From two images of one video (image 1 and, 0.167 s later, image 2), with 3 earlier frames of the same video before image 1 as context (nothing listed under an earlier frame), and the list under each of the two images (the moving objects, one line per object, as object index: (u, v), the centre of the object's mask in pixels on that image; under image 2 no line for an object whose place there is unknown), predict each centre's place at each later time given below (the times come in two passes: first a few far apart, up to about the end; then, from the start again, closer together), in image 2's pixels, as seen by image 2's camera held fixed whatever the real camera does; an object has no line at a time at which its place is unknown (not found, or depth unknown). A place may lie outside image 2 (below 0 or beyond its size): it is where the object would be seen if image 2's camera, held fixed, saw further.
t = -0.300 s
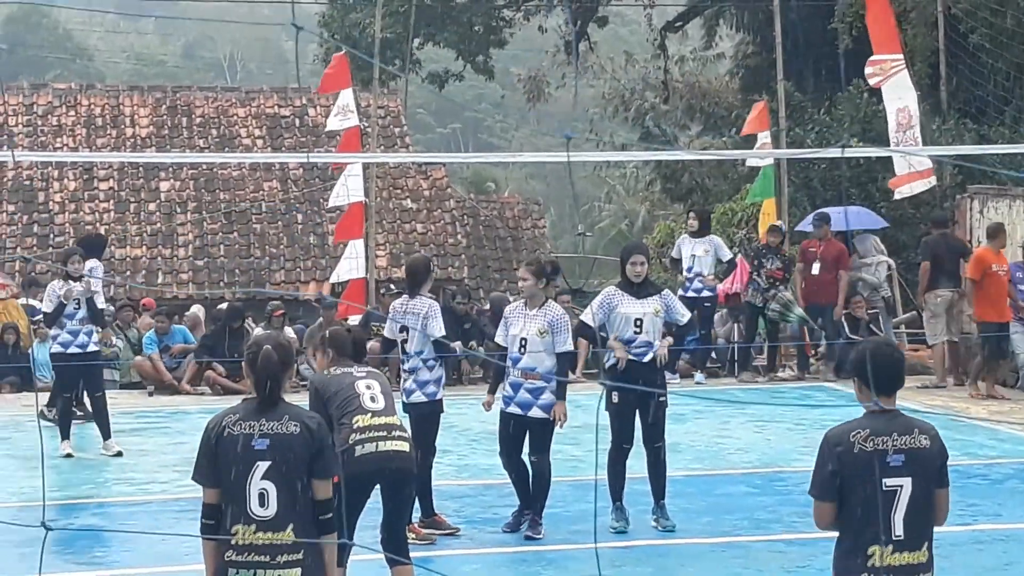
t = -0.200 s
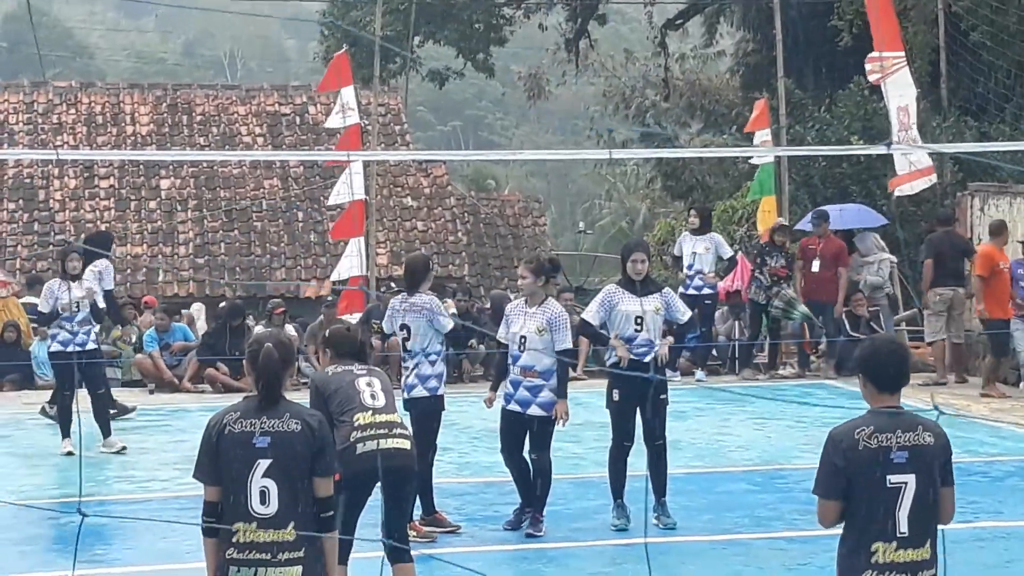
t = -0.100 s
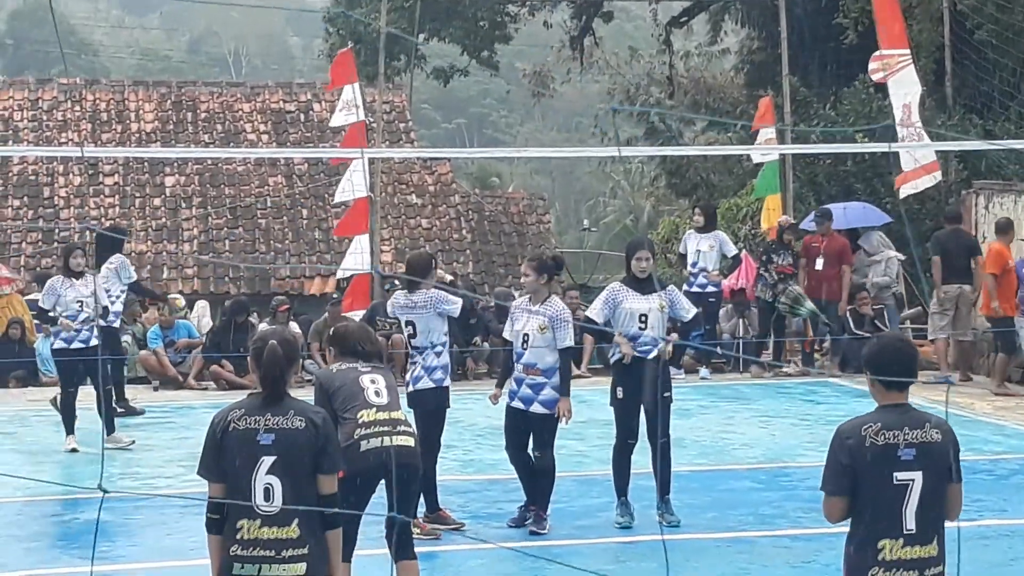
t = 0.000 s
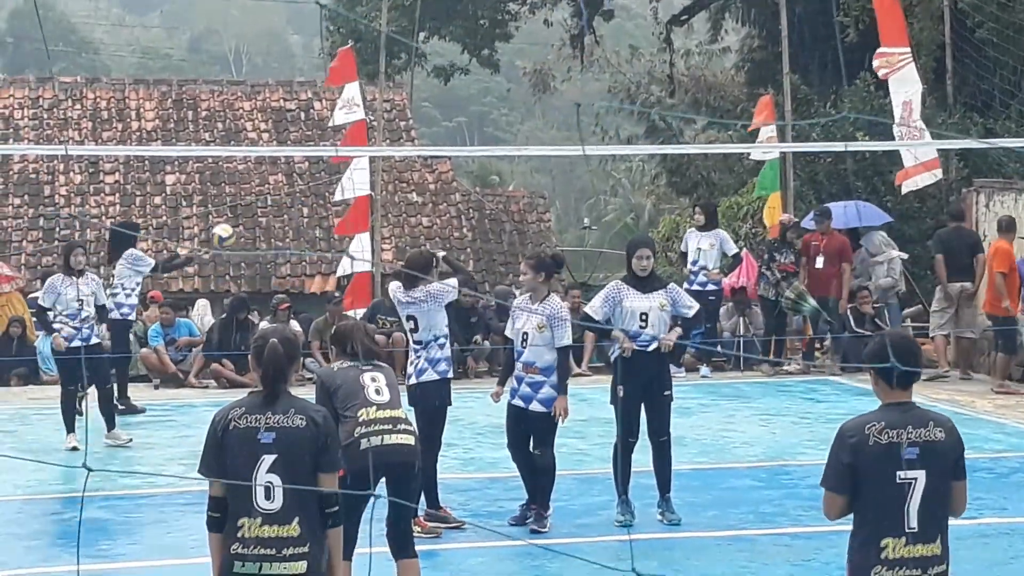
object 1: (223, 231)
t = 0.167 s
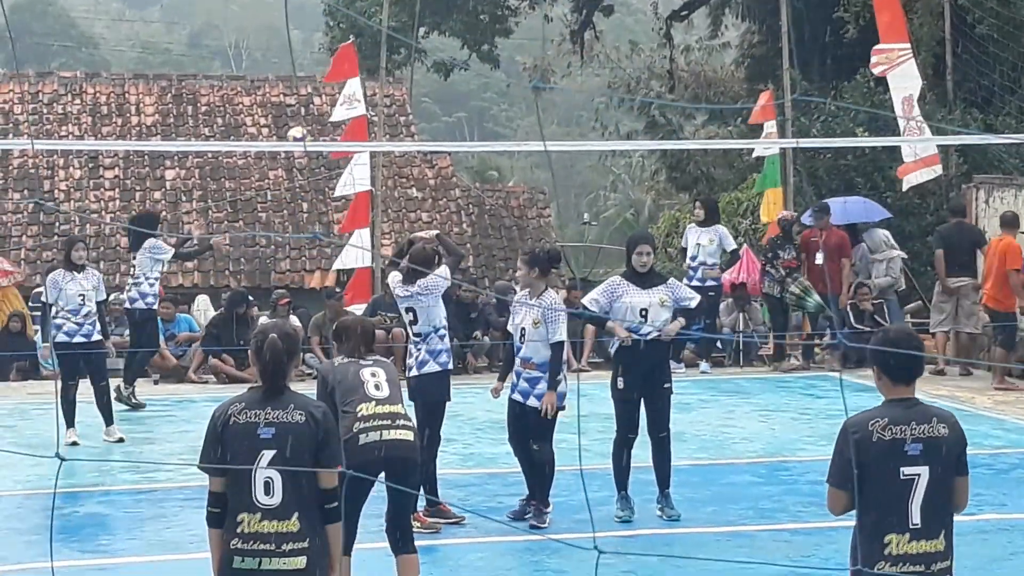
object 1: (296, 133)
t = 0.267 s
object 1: (340, 96)
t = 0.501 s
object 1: (438, 50)
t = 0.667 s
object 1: (504, 55)
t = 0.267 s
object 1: (340, 96)
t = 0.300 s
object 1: (354, 90)
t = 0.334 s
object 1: (369, 75)
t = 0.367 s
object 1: (383, 69)
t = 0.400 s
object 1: (396, 60)
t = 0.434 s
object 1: (411, 57)
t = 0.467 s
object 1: (425, 53)
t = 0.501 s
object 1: (438, 50)
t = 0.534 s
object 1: (453, 48)
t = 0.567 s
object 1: (465, 48)
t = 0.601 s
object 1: (479, 49)
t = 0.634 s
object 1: (492, 51)
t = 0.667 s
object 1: (504, 55)
